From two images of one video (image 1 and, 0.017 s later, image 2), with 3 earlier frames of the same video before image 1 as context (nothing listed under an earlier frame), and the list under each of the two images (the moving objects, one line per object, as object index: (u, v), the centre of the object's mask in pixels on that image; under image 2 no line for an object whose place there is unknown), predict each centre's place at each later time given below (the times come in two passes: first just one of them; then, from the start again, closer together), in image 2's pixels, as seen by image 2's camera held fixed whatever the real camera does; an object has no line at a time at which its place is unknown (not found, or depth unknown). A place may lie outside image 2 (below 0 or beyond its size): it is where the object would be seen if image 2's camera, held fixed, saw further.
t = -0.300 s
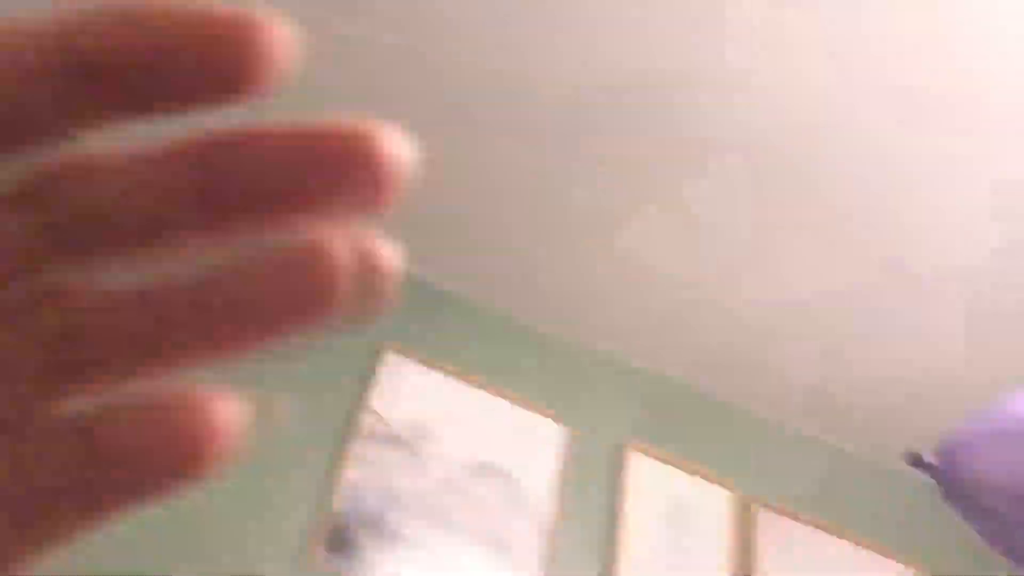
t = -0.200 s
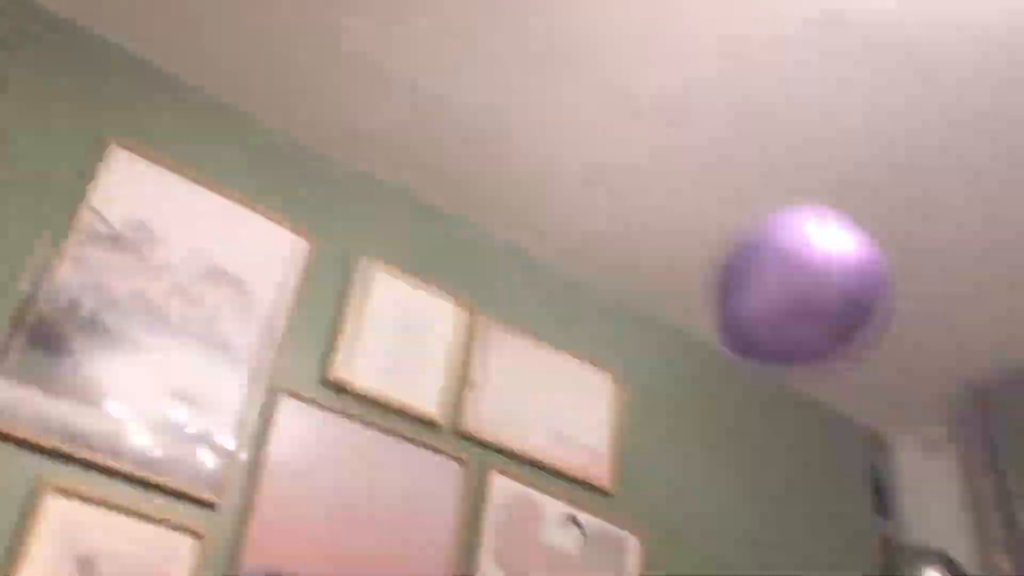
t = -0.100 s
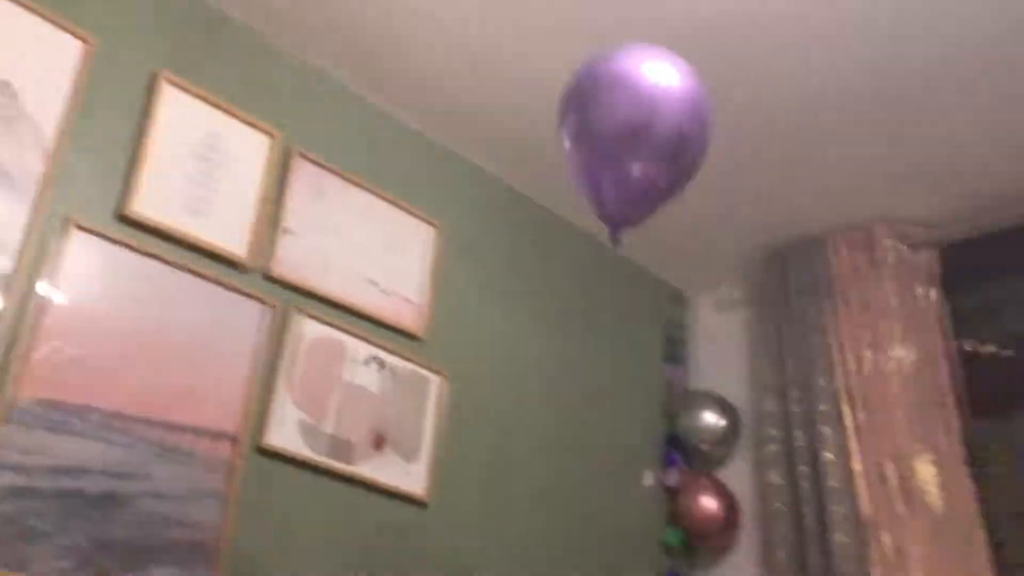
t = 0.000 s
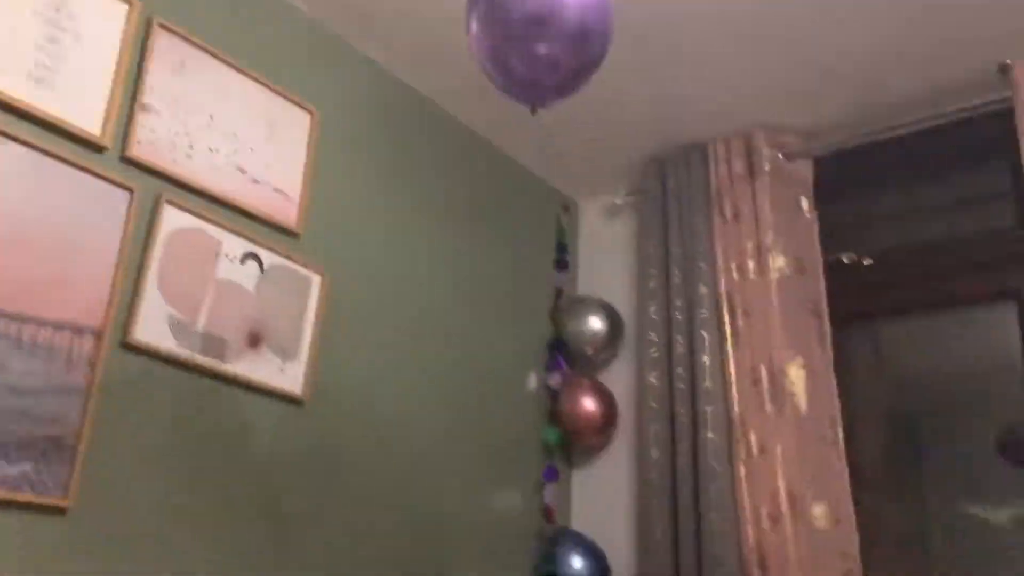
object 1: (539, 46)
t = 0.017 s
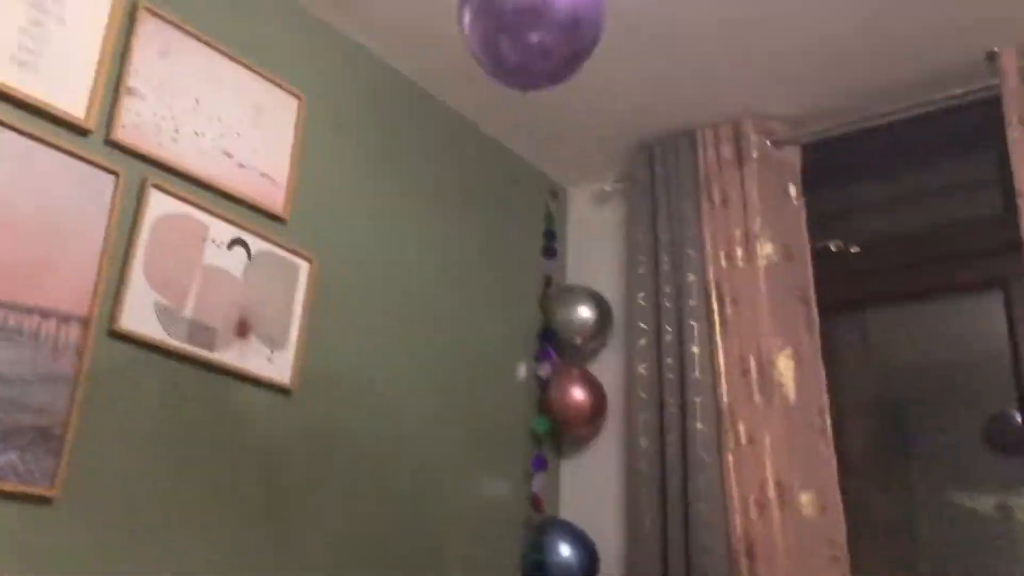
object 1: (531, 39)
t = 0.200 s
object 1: (554, 80)
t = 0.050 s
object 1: (539, 52)
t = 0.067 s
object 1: (540, 61)
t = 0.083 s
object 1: (544, 65)
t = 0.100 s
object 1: (544, 67)
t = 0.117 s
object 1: (546, 71)
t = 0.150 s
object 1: (551, 76)
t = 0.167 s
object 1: (552, 78)
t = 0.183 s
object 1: (552, 79)
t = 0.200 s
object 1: (554, 80)
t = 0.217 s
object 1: (555, 83)
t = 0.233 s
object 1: (557, 86)
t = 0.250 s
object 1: (558, 86)
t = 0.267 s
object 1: (557, 91)
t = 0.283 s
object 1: (559, 93)
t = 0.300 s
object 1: (558, 95)
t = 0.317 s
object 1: (558, 101)
